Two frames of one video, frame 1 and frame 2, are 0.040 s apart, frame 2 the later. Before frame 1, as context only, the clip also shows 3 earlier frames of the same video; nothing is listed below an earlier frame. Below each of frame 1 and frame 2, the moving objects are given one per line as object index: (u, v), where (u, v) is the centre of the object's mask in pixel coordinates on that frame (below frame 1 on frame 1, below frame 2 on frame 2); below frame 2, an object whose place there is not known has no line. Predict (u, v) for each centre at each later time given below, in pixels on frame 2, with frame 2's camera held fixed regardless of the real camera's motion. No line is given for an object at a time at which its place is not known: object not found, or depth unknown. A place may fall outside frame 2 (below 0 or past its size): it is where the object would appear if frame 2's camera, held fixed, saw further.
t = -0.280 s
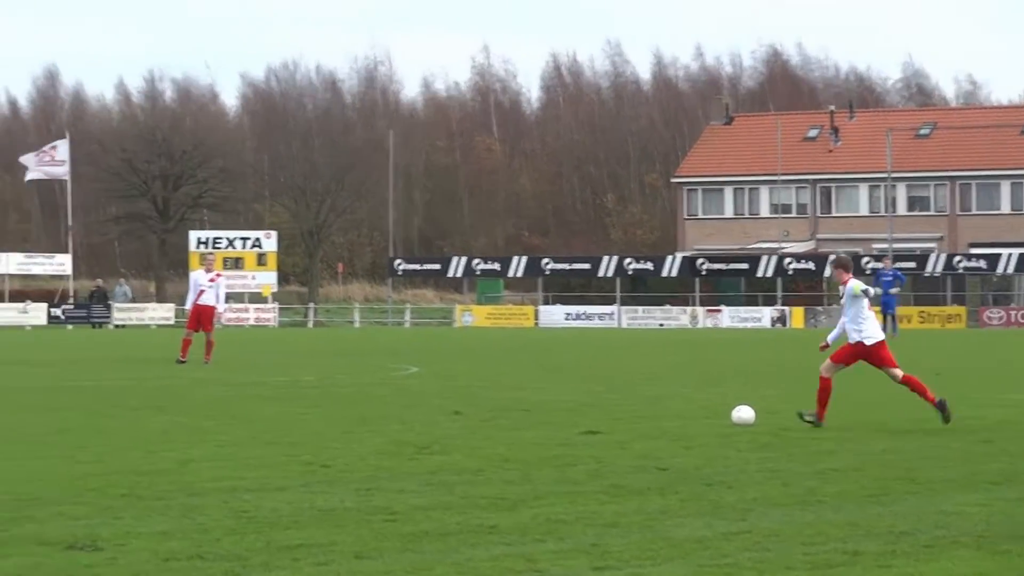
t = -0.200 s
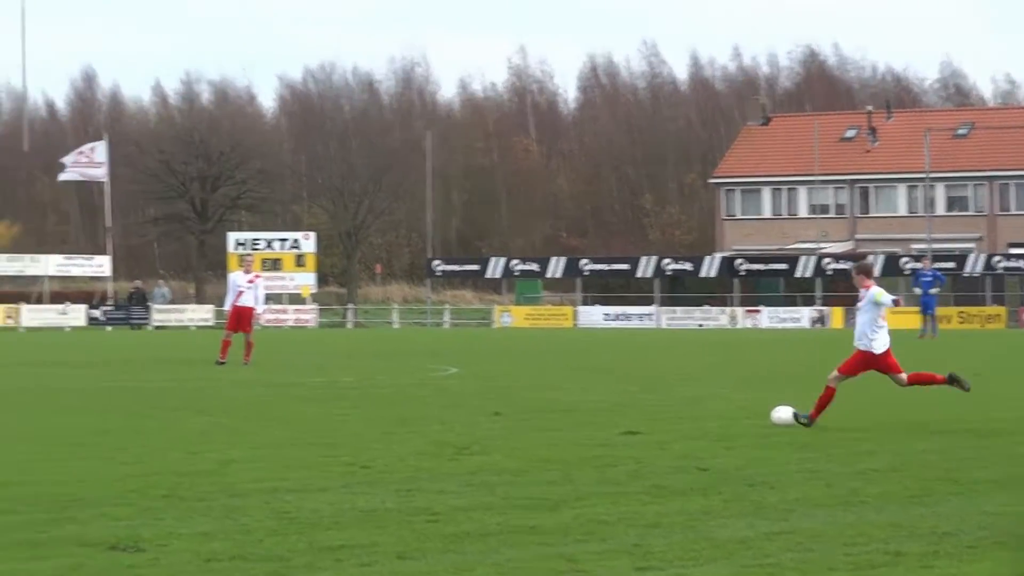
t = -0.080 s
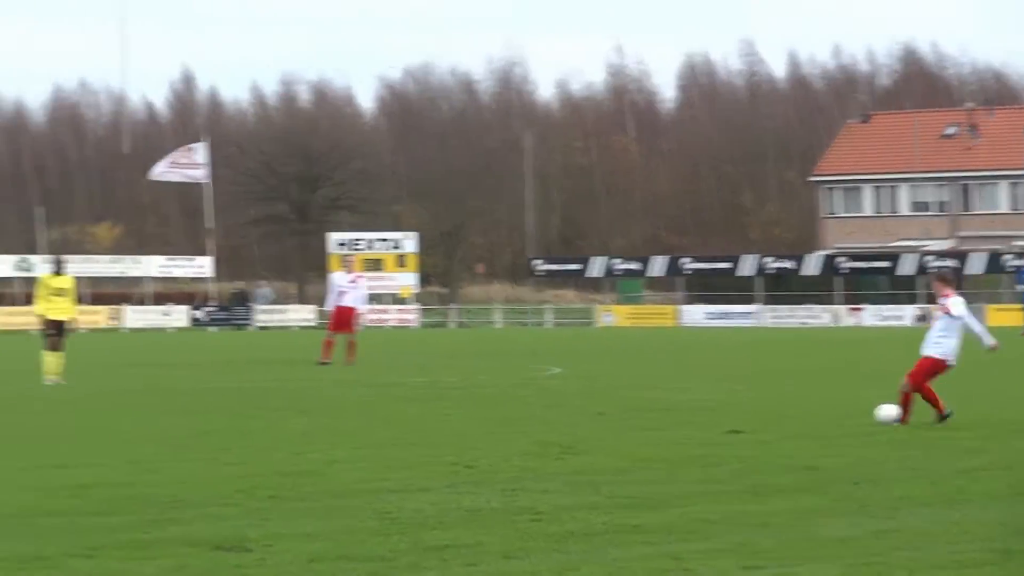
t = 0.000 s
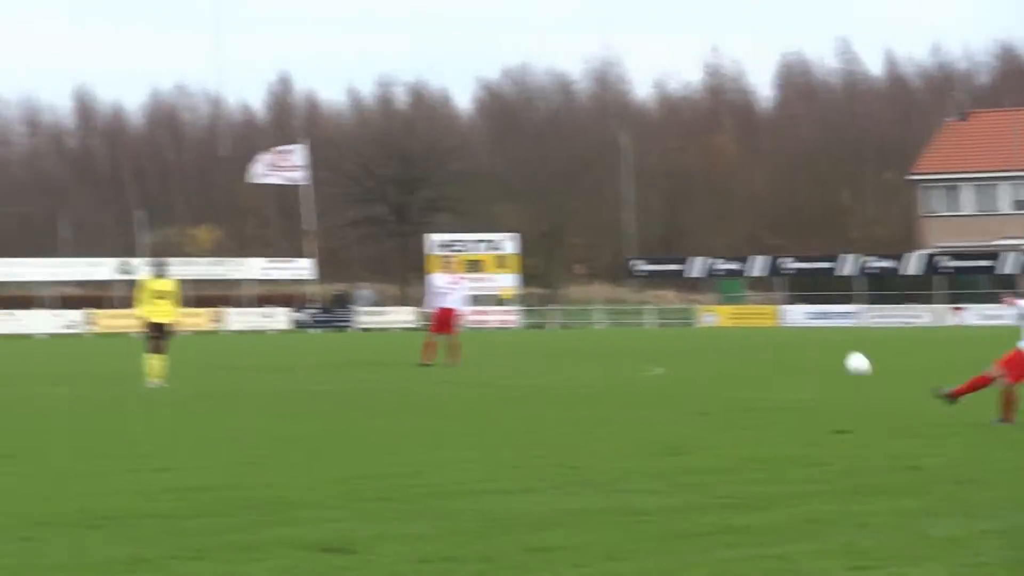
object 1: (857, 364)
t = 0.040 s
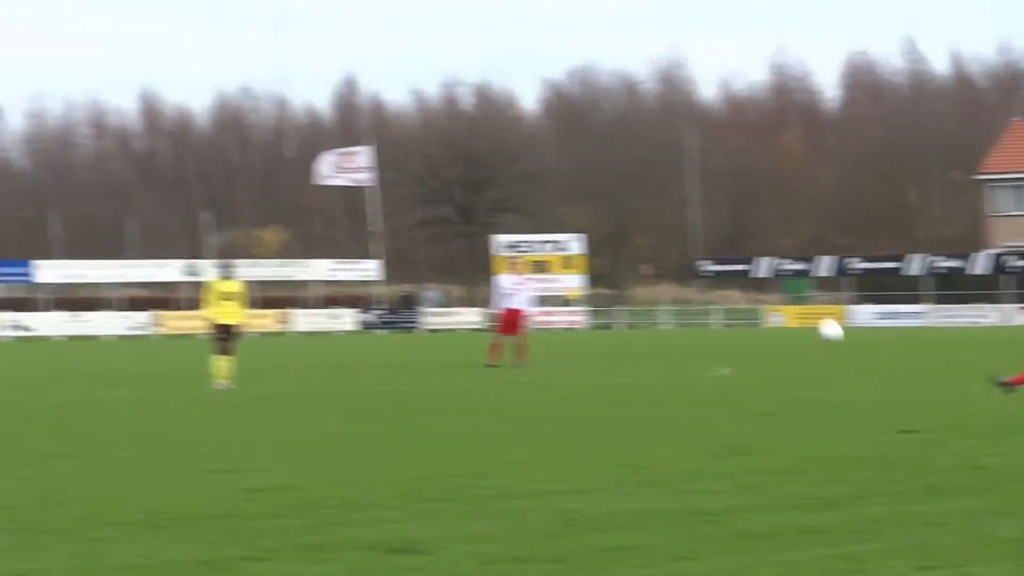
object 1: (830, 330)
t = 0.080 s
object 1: (735, 297)
